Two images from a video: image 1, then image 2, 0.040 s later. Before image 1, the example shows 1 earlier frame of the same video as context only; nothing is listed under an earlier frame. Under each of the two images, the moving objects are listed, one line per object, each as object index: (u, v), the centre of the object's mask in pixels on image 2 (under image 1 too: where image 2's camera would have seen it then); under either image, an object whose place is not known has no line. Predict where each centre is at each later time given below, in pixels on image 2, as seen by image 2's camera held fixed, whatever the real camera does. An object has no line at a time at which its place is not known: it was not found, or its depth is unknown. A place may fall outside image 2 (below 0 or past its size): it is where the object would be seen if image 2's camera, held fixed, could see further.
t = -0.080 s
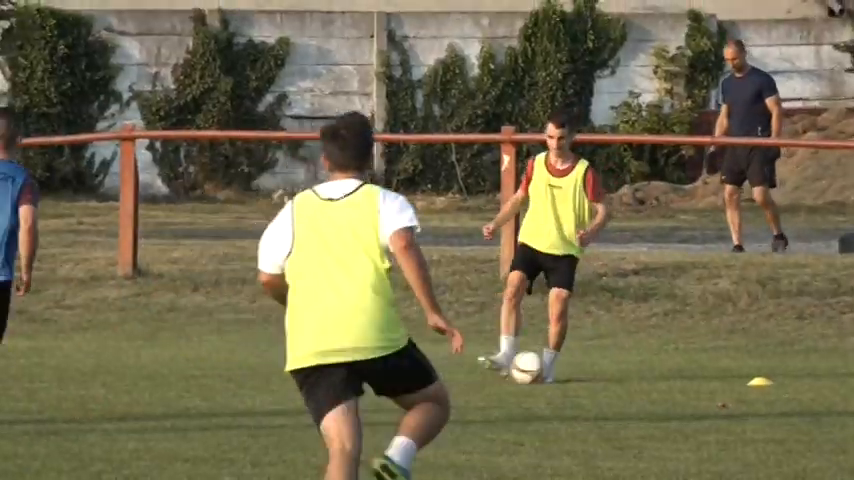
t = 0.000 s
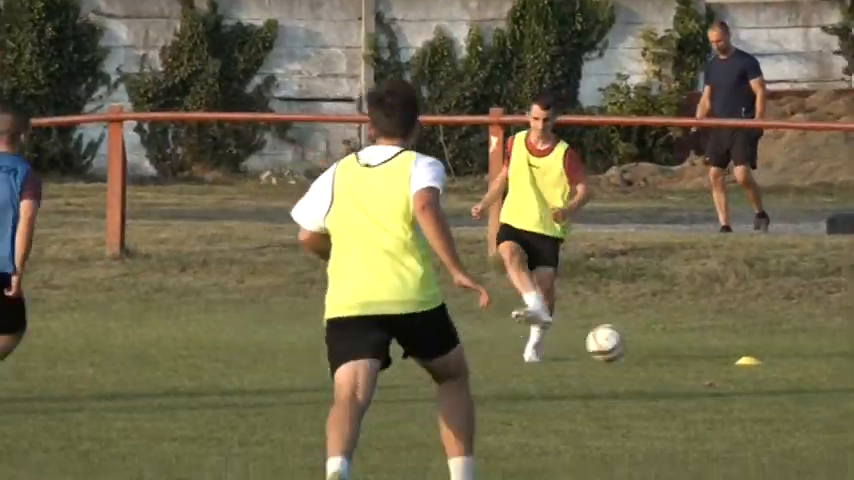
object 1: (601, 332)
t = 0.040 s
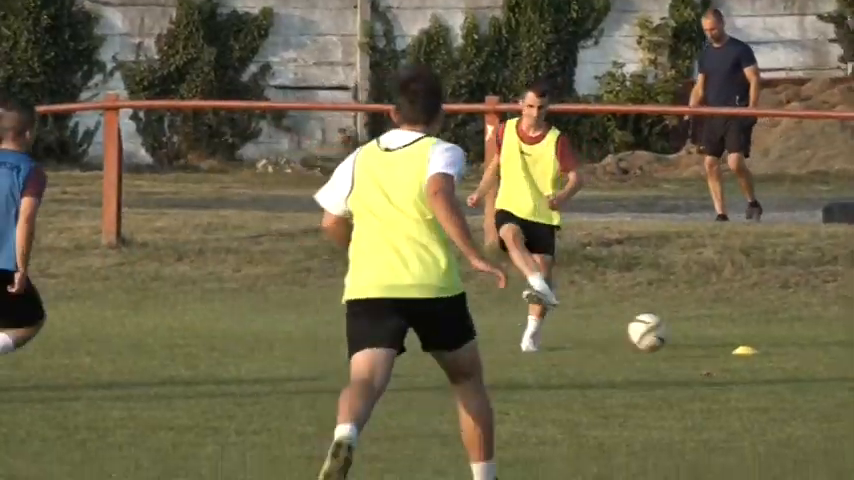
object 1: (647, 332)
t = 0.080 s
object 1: (692, 335)
